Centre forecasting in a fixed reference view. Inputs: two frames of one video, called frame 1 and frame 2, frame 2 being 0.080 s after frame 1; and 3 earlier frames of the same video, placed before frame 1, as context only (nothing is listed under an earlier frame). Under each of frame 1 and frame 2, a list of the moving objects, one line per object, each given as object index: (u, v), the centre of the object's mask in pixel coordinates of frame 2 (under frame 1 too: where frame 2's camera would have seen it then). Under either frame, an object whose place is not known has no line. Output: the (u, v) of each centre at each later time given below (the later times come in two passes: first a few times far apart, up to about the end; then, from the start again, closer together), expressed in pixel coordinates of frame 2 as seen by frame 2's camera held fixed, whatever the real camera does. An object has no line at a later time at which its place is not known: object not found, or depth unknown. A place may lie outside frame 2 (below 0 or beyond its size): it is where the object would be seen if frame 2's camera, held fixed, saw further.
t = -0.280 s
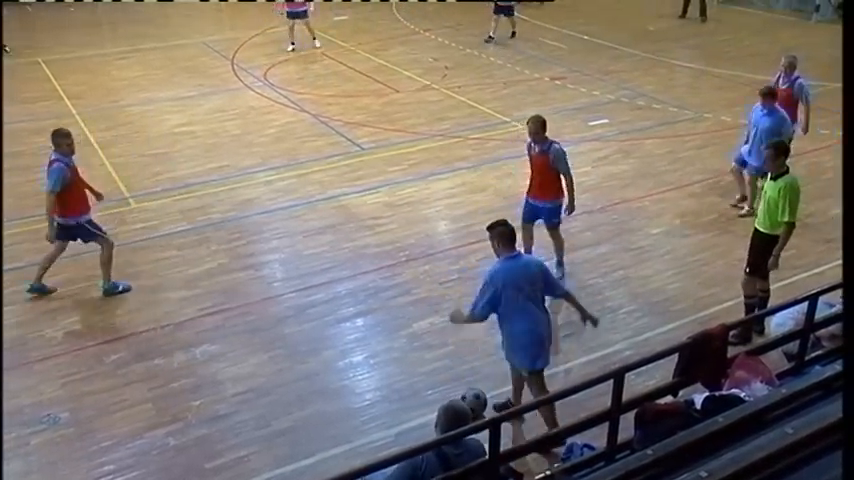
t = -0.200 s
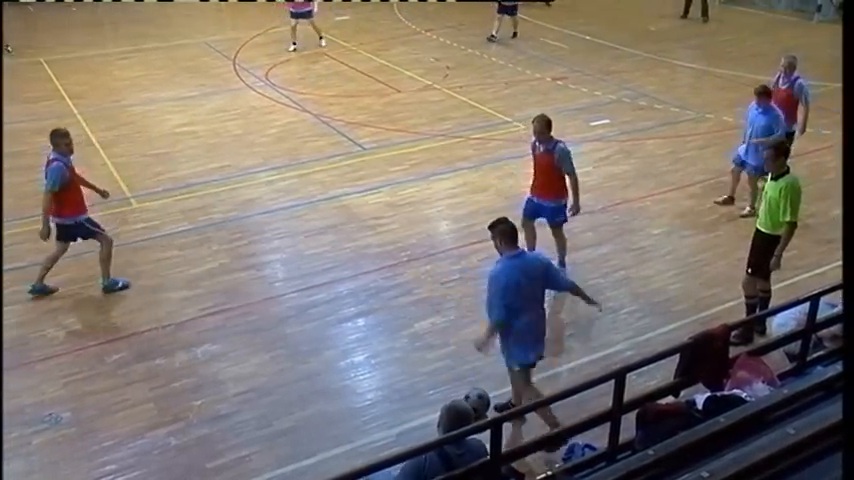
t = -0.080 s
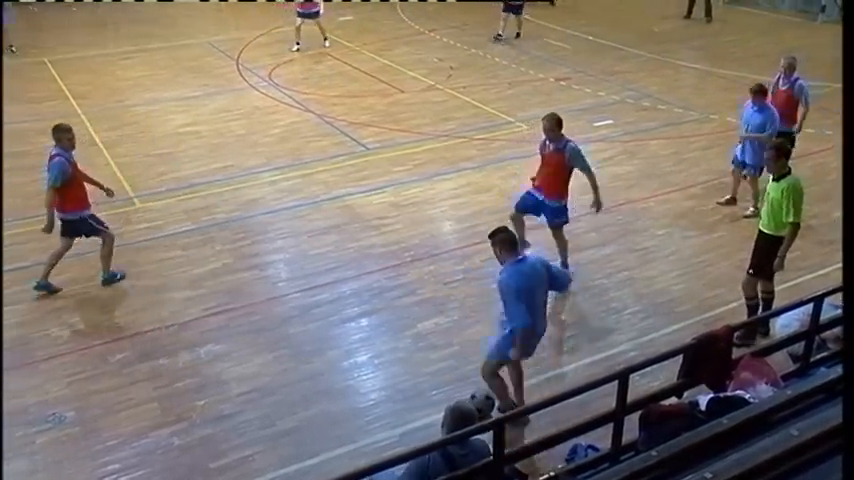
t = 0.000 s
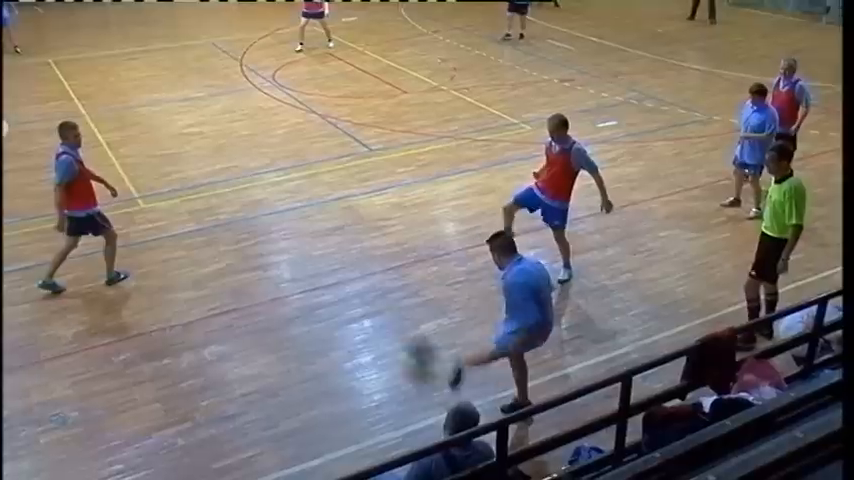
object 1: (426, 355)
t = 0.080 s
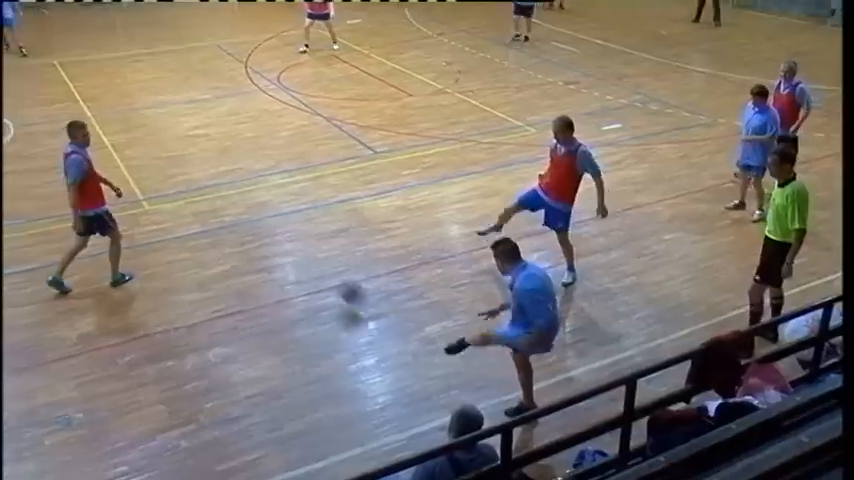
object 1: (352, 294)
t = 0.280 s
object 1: (240, 199)
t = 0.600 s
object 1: (159, 123)
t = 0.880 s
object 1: (123, 88)
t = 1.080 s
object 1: (107, 70)
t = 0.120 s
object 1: (322, 271)
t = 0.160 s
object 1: (297, 255)
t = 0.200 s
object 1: (275, 235)
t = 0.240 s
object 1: (257, 214)
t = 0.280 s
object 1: (240, 199)
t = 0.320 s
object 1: (226, 185)
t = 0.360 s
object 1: (213, 175)
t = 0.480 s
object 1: (182, 145)
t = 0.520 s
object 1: (175, 135)
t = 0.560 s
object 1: (166, 128)
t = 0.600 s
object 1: (159, 123)
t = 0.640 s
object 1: (152, 119)
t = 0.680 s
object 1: (147, 113)
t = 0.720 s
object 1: (141, 105)
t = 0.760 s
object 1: (135, 98)
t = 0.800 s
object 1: (130, 93)
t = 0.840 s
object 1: (127, 89)
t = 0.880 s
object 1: (123, 88)
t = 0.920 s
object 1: (120, 86)
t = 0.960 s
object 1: (116, 80)
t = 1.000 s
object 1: (112, 77)
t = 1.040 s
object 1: (109, 74)
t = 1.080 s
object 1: (107, 70)
